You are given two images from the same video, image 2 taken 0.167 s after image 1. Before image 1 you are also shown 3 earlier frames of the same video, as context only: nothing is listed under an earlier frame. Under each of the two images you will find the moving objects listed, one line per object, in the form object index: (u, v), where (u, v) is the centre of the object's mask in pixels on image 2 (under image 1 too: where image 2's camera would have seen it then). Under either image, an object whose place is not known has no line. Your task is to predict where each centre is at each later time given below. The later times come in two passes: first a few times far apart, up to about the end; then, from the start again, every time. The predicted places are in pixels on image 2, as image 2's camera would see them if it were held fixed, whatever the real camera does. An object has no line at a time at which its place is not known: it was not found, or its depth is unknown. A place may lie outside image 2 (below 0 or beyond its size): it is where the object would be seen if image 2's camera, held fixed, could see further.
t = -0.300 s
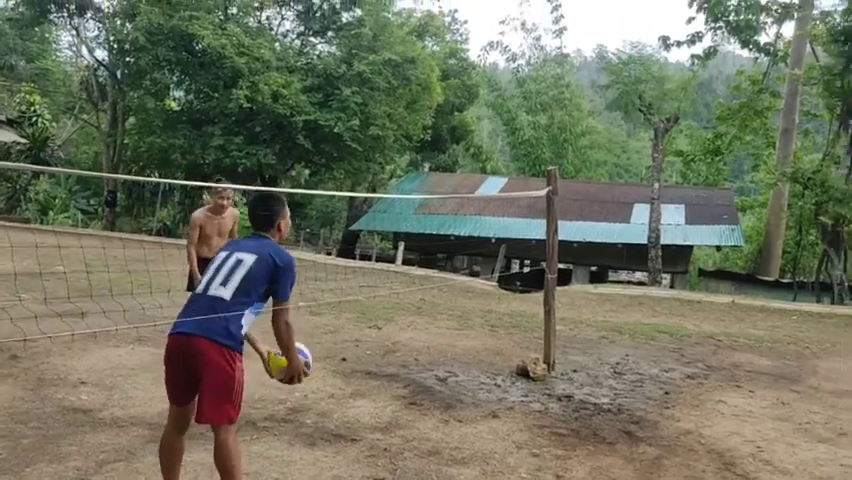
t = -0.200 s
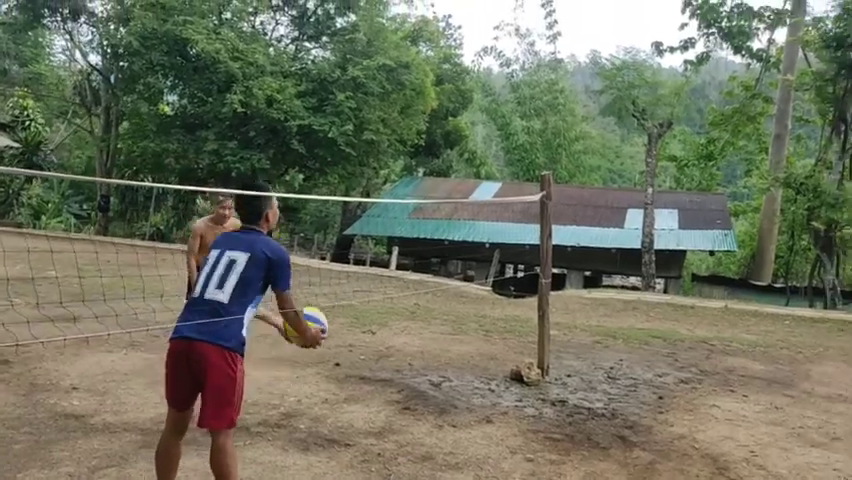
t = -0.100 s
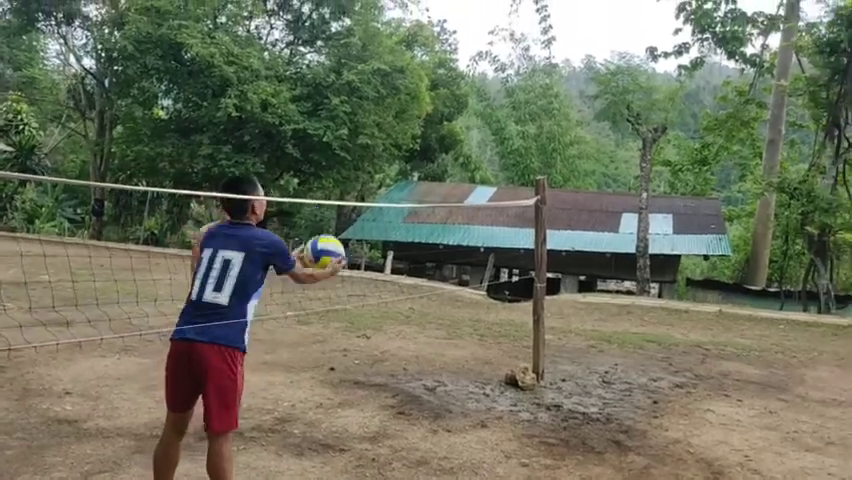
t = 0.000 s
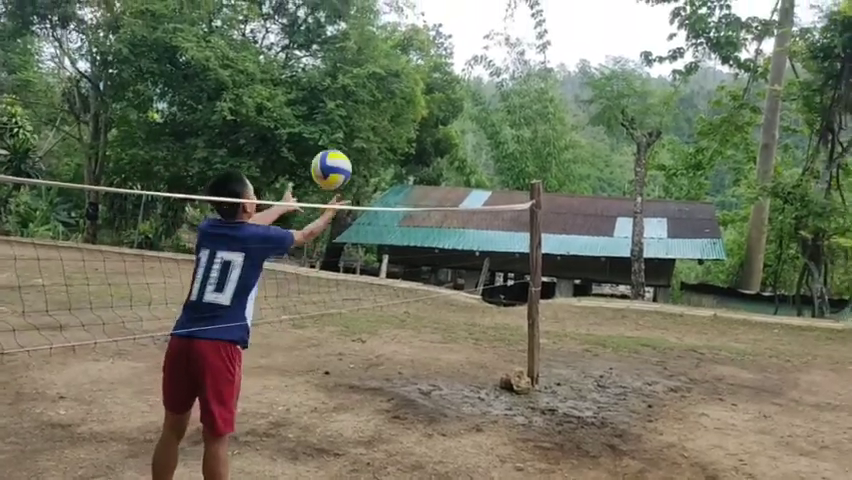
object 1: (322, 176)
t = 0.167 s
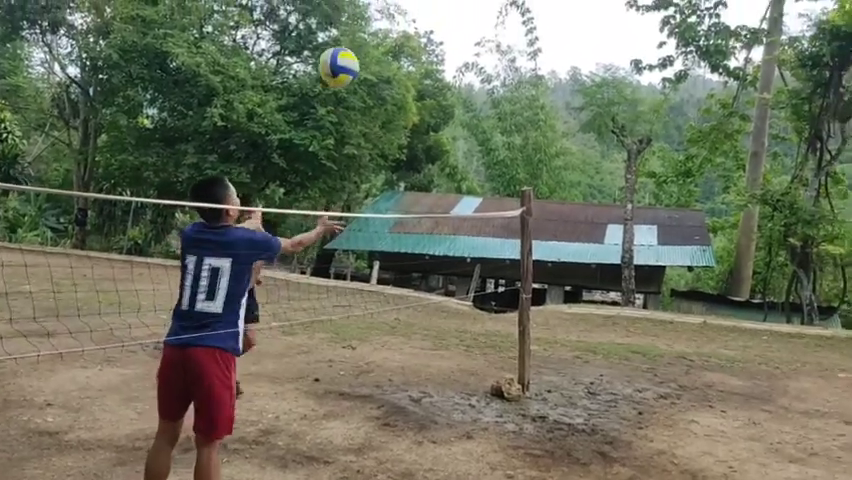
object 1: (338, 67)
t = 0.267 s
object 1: (348, 26)
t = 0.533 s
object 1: (366, 7)
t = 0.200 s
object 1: (341, 51)
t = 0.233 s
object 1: (344, 38)
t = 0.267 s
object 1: (348, 26)
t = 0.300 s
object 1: (350, 17)
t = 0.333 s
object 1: (353, 10)
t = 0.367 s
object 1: (356, 7)
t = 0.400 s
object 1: (358, 4)
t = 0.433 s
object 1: (360, 3)
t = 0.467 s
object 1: (363, 3)
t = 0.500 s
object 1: (365, 4)
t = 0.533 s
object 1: (366, 7)
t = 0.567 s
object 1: (368, 13)
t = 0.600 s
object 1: (371, 22)
